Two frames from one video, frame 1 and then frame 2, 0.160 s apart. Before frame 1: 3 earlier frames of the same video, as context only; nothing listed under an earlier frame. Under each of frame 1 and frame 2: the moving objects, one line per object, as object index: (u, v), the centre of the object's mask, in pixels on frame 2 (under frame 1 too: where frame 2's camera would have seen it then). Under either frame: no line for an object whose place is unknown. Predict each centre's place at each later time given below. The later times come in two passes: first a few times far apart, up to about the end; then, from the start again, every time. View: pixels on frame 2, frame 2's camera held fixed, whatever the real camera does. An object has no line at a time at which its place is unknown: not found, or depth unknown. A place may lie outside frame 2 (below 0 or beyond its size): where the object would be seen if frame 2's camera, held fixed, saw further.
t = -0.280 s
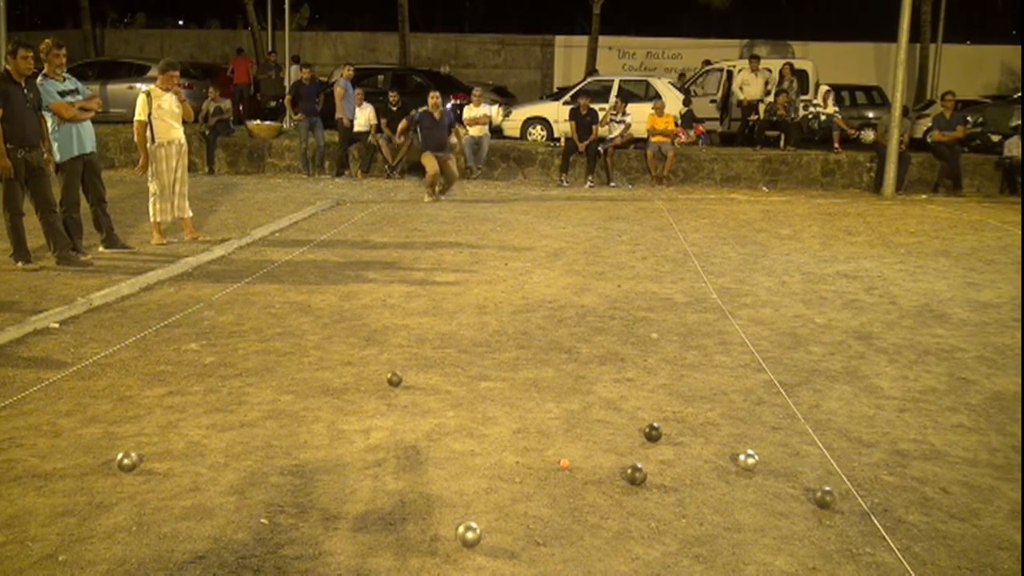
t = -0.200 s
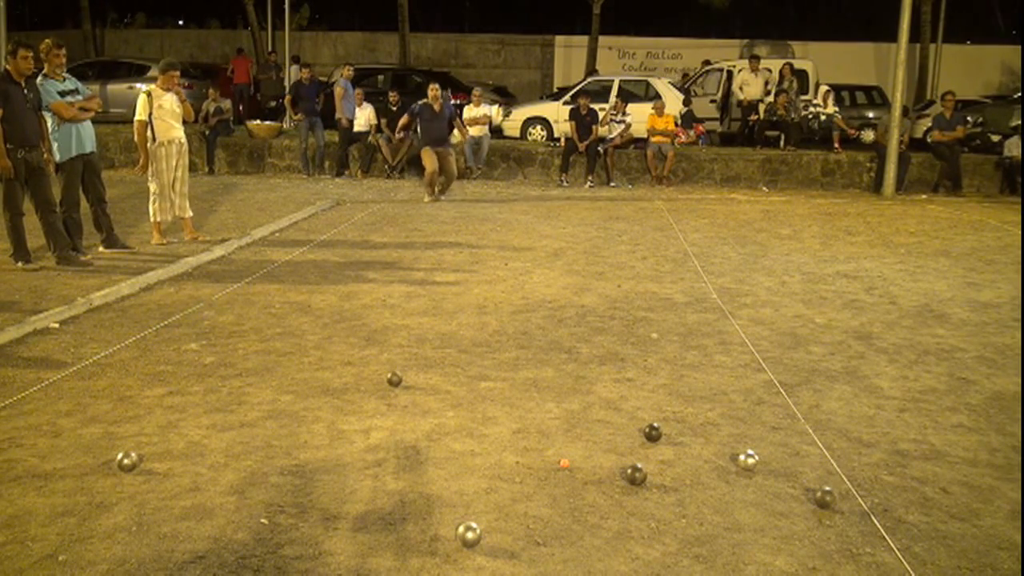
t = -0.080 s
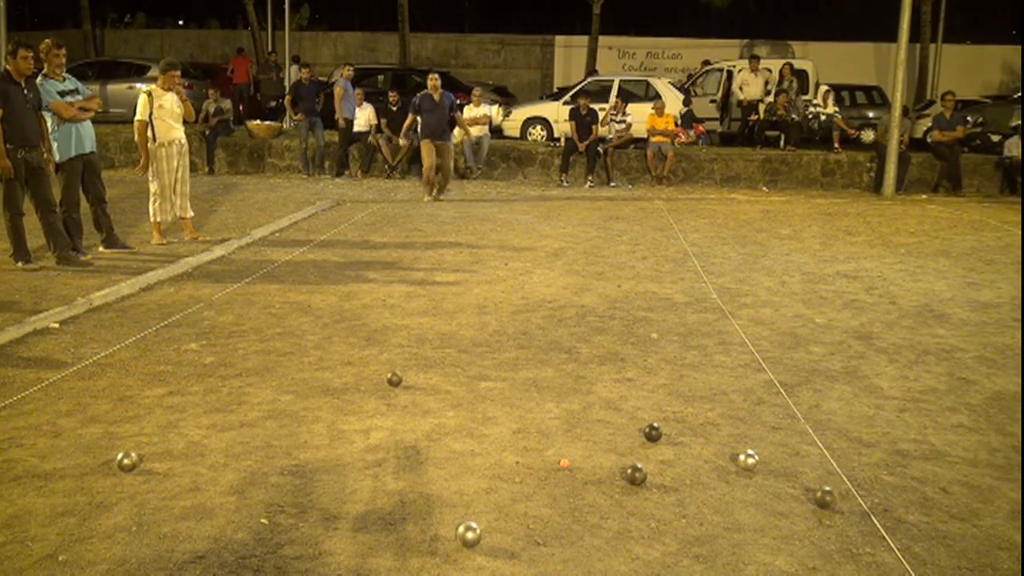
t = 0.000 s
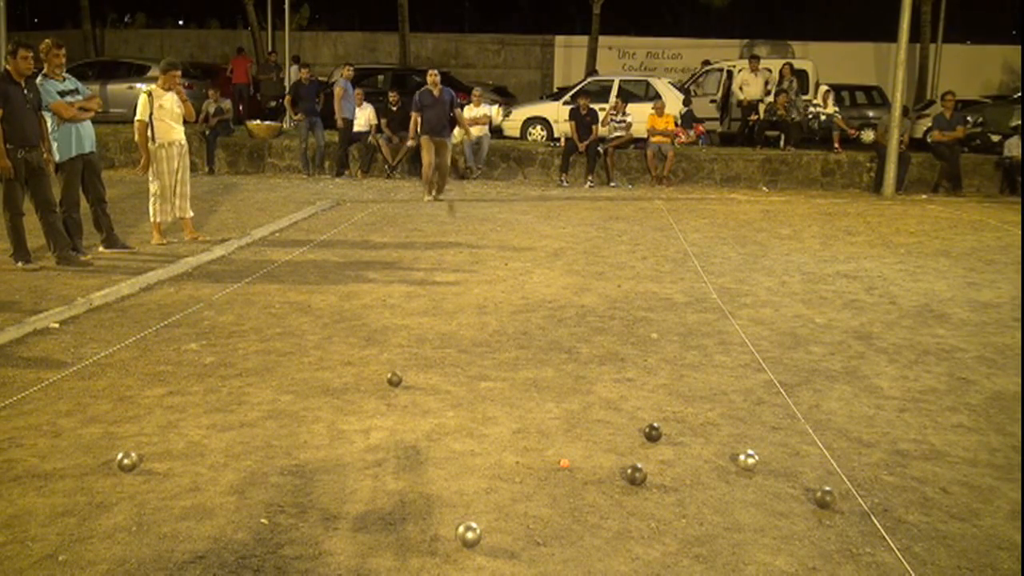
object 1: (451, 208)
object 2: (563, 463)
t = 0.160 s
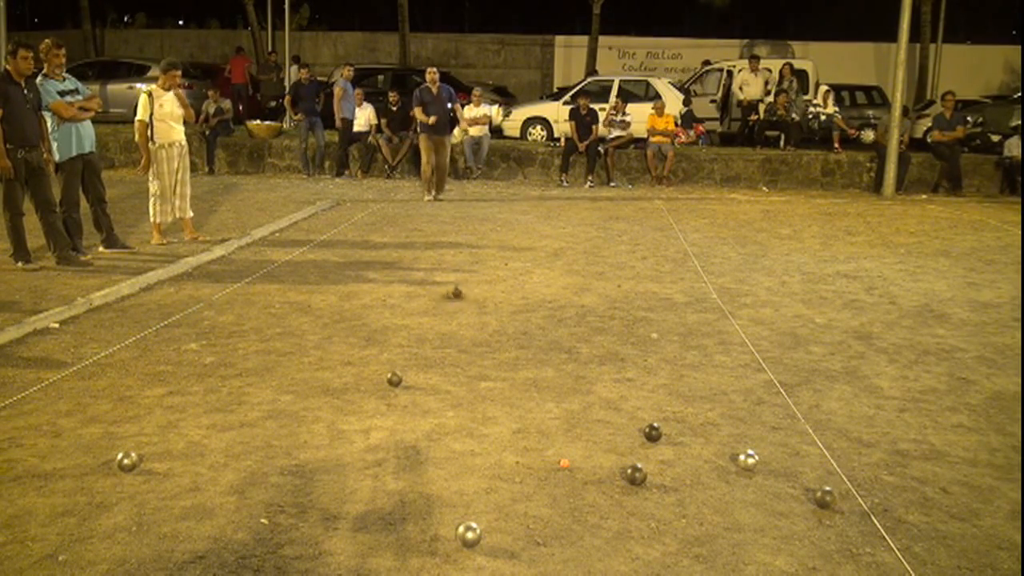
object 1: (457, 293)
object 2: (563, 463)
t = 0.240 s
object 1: (461, 301)
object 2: (563, 463)
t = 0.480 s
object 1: (471, 317)
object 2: (563, 463)
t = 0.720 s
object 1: (481, 337)
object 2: (564, 463)
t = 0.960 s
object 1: (488, 356)
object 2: (563, 463)
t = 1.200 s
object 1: (495, 376)
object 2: (563, 463)
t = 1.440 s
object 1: (507, 398)
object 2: (563, 463)
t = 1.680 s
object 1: (523, 418)
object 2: (563, 463)
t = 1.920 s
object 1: (543, 438)
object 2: (564, 463)
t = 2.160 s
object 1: (561, 453)
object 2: (565, 465)
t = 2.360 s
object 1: (575, 463)
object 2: (576, 475)
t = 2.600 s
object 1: (580, 466)
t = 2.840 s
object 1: (584, 467)
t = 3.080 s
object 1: (589, 467)
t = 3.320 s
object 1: (588, 467)
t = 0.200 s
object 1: (458, 296)
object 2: (563, 463)
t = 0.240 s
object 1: (461, 301)
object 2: (563, 463)
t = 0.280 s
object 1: (463, 303)
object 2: (563, 463)
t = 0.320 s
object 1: (465, 306)
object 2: (563, 463)
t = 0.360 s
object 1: (467, 309)
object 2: (563, 463)
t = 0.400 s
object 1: (468, 312)
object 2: (563, 463)
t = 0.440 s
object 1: (470, 316)
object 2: (563, 463)
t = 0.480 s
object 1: (471, 317)
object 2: (563, 463)
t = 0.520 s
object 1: (472, 320)
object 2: (563, 463)
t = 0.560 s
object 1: (473, 324)
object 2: (563, 463)
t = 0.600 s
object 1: (475, 327)
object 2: (563, 463)
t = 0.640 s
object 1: (477, 330)
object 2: (563, 463)
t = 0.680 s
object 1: (479, 333)
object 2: (564, 463)
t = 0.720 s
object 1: (481, 337)
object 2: (564, 463)
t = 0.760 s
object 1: (482, 340)
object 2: (564, 463)
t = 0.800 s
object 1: (483, 342)
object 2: (563, 463)
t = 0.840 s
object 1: (484, 345)
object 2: (563, 463)
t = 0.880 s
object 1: (485, 348)
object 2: (563, 463)
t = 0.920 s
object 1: (487, 352)
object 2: (563, 463)
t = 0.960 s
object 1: (488, 356)
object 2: (563, 463)
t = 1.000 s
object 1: (489, 358)
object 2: (563, 463)
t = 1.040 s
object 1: (489, 362)
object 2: (563, 463)
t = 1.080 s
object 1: (491, 366)
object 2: (563, 463)
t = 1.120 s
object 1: (492, 369)
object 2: (563, 463)
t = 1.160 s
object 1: (493, 372)
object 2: (563, 463)
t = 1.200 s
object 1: (495, 376)
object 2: (563, 463)
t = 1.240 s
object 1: (496, 379)
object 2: (563, 463)
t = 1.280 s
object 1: (498, 383)
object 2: (563, 463)
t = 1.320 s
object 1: (500, 387)
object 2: (563, 463)
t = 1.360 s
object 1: (502, 390)
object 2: (563, 463)
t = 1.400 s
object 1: (504, 394)
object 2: (563, 463)
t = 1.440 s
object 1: (507, 398)
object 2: (563, 463)
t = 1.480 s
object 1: (509, 401)
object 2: (563, 463)
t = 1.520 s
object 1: (512, 403)
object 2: (563, 463)
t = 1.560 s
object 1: (515, 407)
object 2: (563, 463)
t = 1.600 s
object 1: (518, 411)
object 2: (563, 463)
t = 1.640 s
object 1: (520, 415)
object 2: (563, 463)
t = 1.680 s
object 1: (523, 418)
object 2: (563, 463)
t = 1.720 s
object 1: (526, 422)
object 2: (563, 463)
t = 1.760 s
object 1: (530, 424)
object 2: (564, 463)
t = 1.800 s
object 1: (534, 428)
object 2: (564, 463)
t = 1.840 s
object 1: (537, 430)
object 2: (564, 463)
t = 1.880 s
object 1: (540, 433)
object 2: (563, 463)
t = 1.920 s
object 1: (543, 438)
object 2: (564, 463)
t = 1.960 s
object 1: (546, 438)
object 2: (563, 463)
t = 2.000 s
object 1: (549, 443)
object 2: (564, 463)
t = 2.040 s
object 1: (553, 446)
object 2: (564, 464)
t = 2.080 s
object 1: (555, 449)
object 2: (564, 464)
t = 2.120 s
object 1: (558, 451)
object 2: (564, 464)
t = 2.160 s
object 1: (561, 453)
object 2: (565, 465)
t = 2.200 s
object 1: (563, 456)
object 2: (567, 467)
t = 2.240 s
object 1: (566, 458)
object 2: (571, 470)
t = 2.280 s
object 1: (569, 460)
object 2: (573, 472)
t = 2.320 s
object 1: (573, 462)
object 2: (574, 474)
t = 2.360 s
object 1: (575, 463)
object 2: (576, 475)
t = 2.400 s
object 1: (578, 464)
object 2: (576, 476)
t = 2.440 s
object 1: (579, 464)
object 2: (576, 476)
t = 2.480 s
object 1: (579, 465)
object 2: (576, 477)
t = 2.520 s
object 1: (580, 466)
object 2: (575, 477)
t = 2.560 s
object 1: (580, 466)
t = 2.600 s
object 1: (580, 466)
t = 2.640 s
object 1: (581, 466)
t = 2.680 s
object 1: (581, 466)
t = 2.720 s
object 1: (582, 467)
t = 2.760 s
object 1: (582, 467)
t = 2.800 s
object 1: (583, 467)
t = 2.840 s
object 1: (584, 467)
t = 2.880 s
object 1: (585, 467)
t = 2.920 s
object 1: (587, 467)
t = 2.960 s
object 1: (588, 467)
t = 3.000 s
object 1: (589, 467)
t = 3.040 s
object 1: (589, 467)
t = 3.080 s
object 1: (589, 467)
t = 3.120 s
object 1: (588, 467)
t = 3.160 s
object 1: (588, 466)
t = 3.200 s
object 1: (588, 466)
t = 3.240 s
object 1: (588, 467)
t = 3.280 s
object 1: (588, 467)
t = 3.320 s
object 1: (588, 467)
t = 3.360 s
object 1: (588, 467)
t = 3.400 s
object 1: (587, 467)
